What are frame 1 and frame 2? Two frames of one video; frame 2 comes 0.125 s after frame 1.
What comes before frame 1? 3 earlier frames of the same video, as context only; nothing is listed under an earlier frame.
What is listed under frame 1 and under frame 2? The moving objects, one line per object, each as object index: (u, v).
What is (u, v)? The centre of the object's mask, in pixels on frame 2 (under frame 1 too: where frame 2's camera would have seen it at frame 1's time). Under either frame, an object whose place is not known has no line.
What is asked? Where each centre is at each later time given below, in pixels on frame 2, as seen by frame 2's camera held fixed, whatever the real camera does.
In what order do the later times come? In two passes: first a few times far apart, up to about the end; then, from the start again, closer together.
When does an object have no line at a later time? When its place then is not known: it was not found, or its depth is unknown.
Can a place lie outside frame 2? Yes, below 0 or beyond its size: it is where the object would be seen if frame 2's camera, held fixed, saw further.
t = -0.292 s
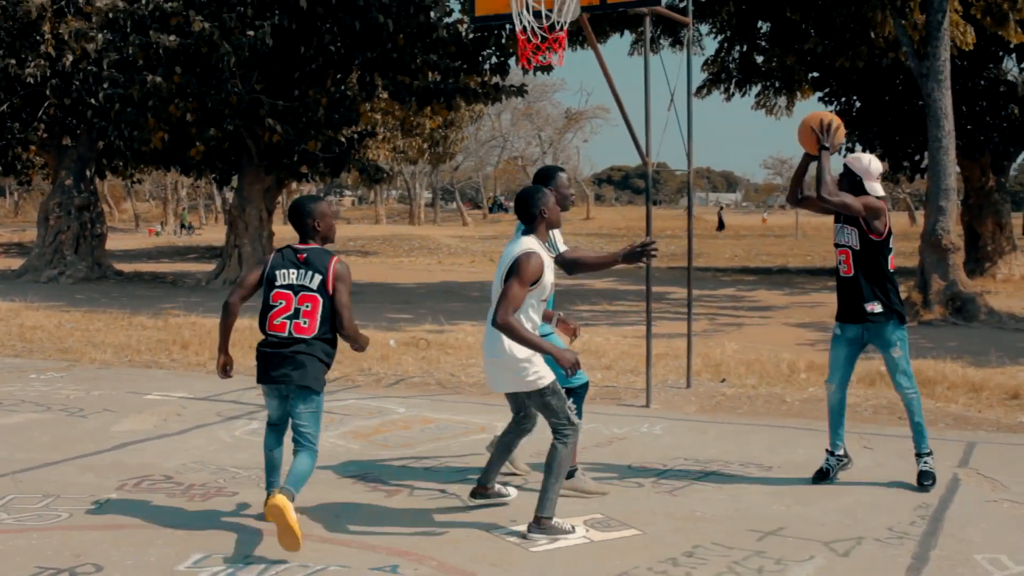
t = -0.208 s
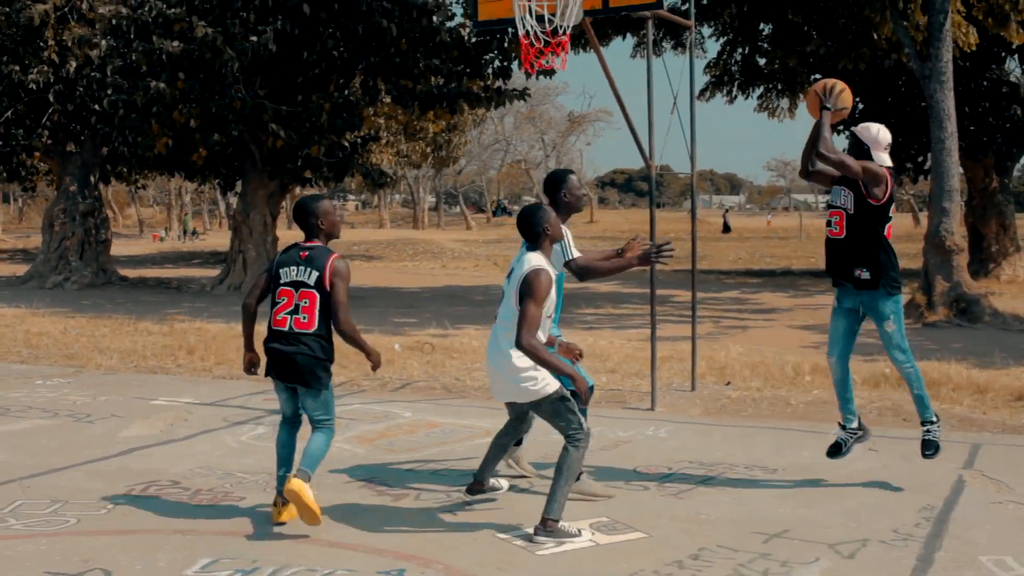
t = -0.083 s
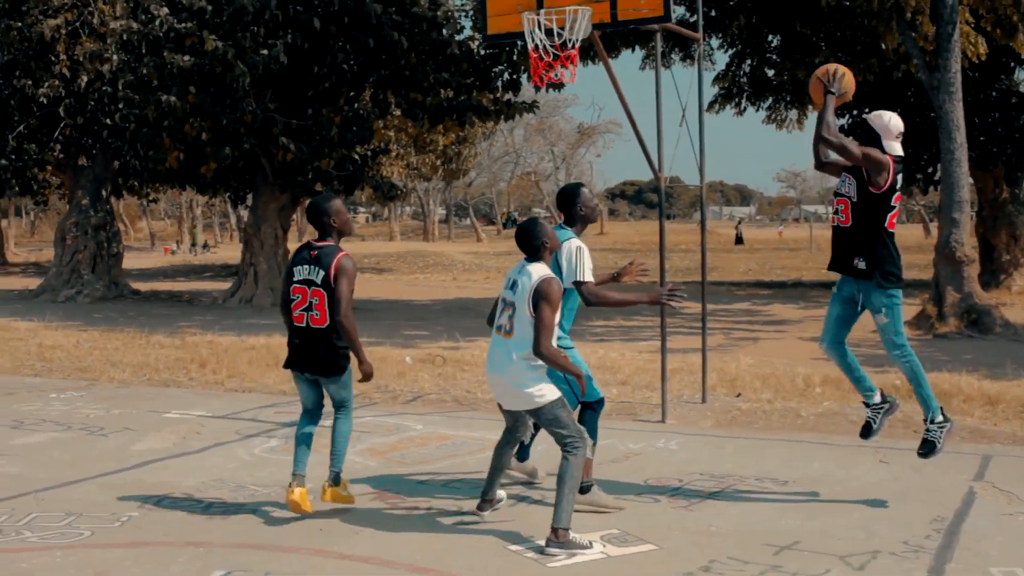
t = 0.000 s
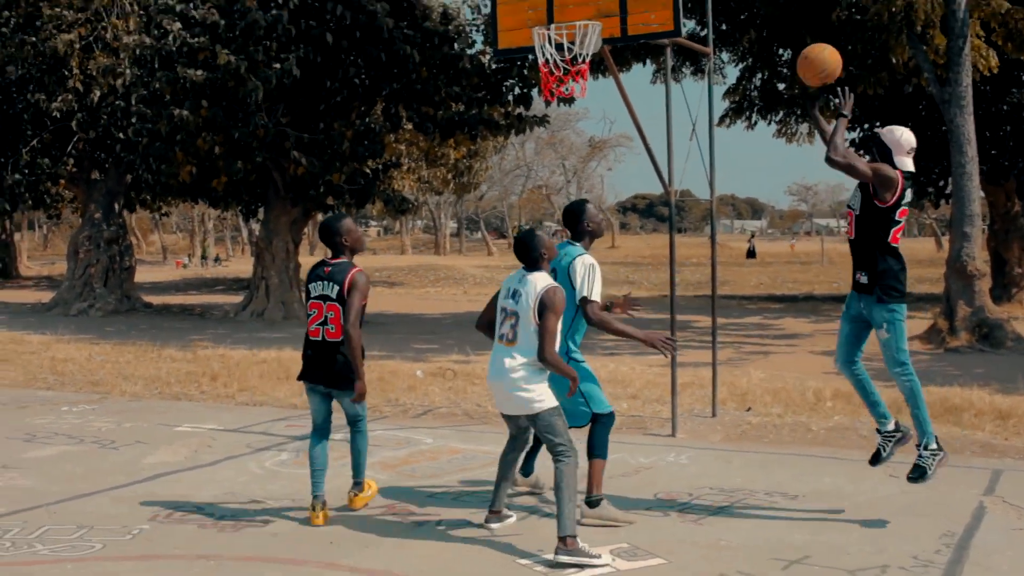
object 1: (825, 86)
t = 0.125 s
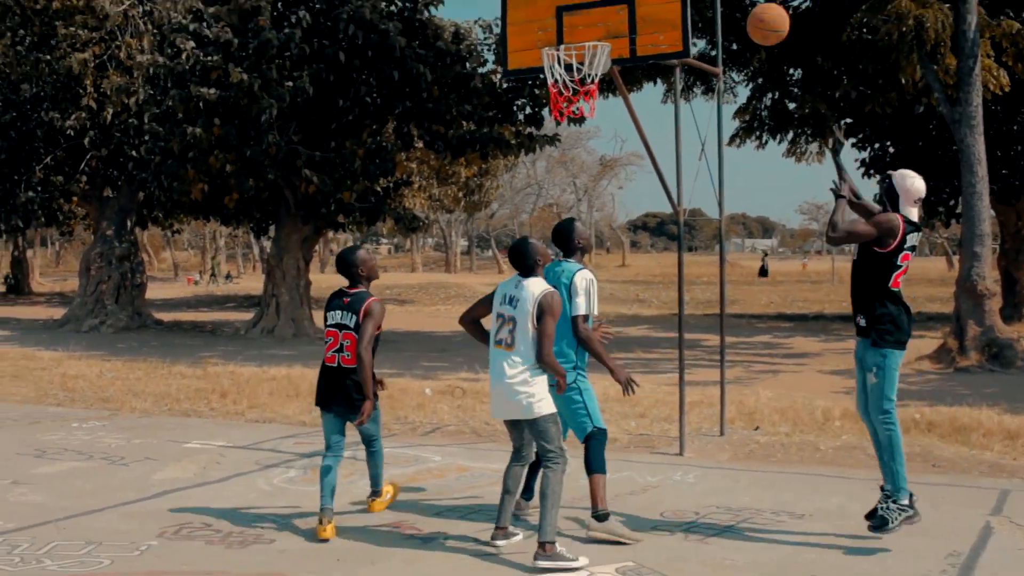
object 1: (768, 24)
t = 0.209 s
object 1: (731, 1)
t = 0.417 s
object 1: (644, -9)
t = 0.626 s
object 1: (569, 50)
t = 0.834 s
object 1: (570, 121)
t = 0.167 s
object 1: (750, 11)
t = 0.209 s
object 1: (731, 1)
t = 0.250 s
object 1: (713, -6)
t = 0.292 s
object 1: (696, -12)
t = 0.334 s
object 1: (678, -15)
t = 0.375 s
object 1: (661, -13)
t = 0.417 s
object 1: (644, -9)
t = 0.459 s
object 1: (629, -2)
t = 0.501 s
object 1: (614, 6)
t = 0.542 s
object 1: (597, 20)
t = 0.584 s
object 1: (582, 31)
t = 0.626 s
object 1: (569, 50)
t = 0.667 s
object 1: (567, 67)
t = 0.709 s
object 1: (565, 83)
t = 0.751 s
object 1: (567, 96)
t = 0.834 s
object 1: (570, 121)
